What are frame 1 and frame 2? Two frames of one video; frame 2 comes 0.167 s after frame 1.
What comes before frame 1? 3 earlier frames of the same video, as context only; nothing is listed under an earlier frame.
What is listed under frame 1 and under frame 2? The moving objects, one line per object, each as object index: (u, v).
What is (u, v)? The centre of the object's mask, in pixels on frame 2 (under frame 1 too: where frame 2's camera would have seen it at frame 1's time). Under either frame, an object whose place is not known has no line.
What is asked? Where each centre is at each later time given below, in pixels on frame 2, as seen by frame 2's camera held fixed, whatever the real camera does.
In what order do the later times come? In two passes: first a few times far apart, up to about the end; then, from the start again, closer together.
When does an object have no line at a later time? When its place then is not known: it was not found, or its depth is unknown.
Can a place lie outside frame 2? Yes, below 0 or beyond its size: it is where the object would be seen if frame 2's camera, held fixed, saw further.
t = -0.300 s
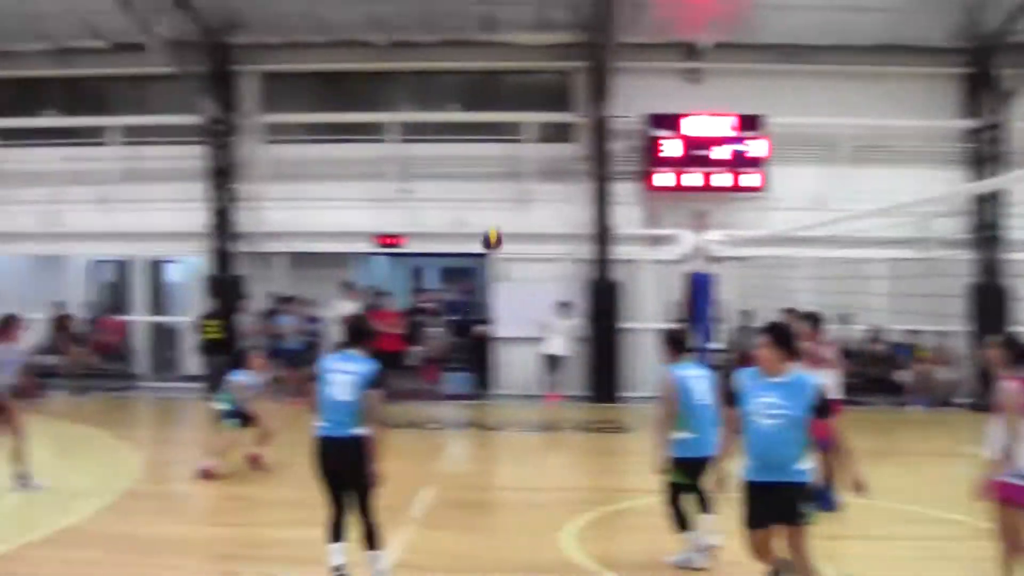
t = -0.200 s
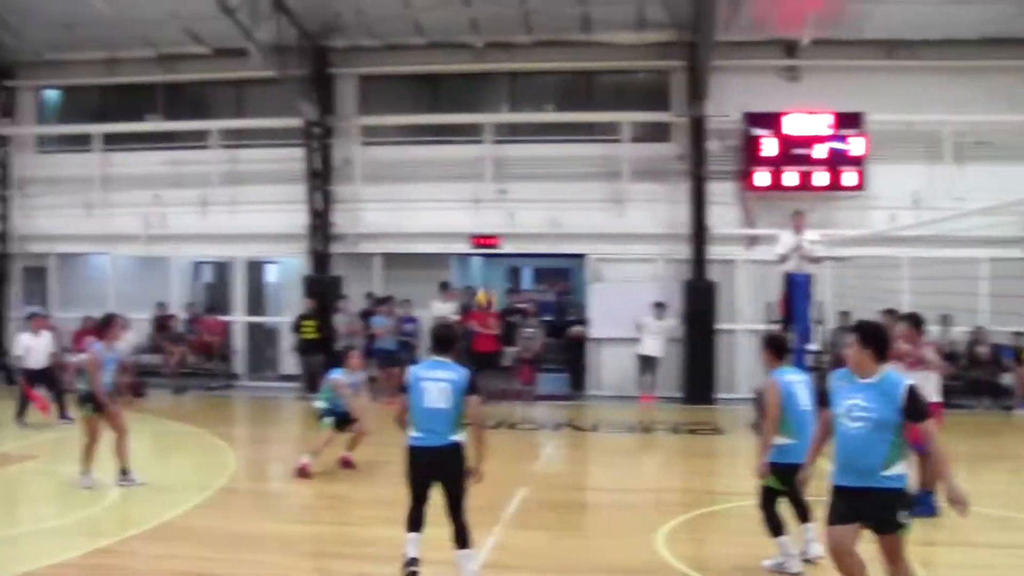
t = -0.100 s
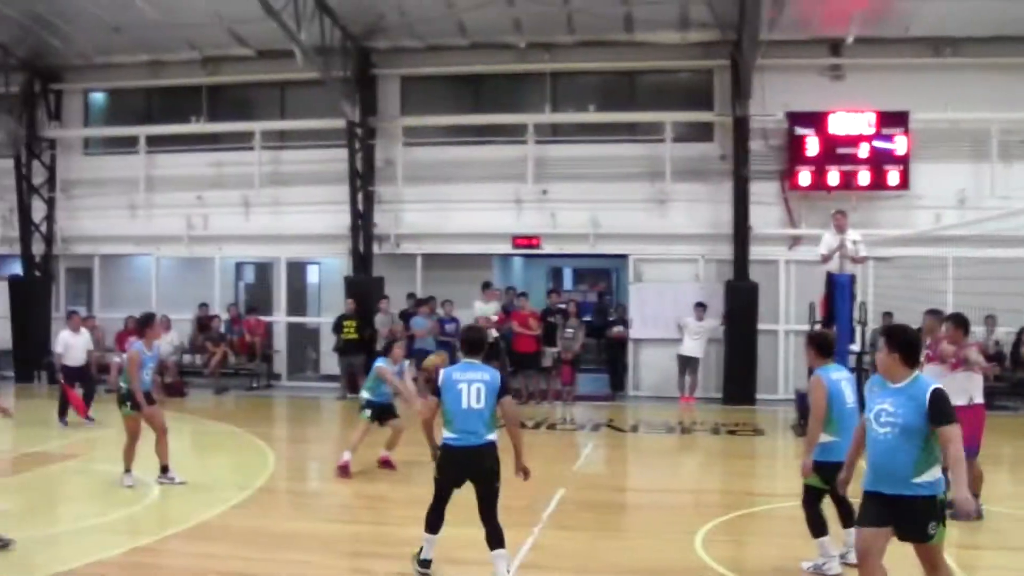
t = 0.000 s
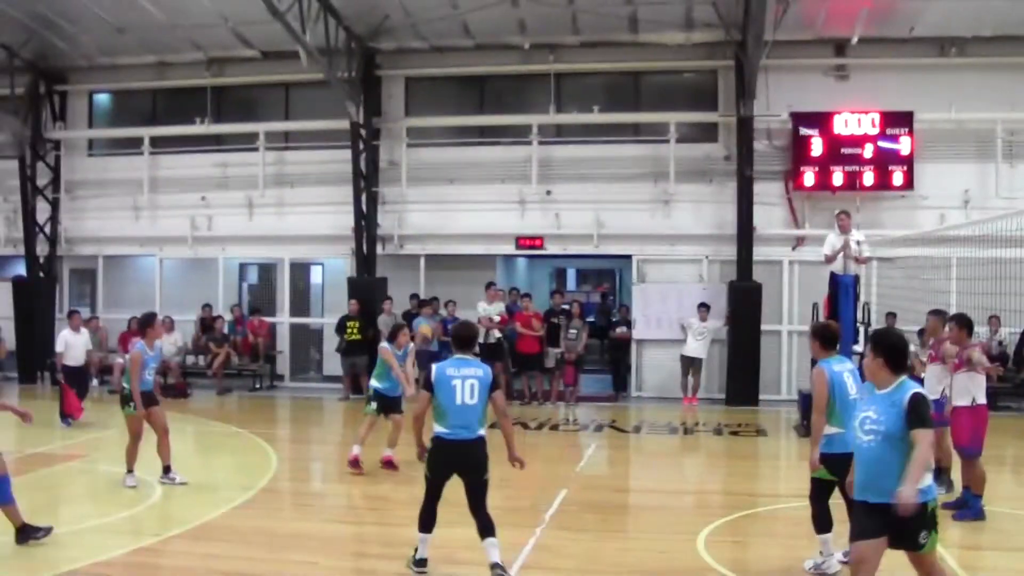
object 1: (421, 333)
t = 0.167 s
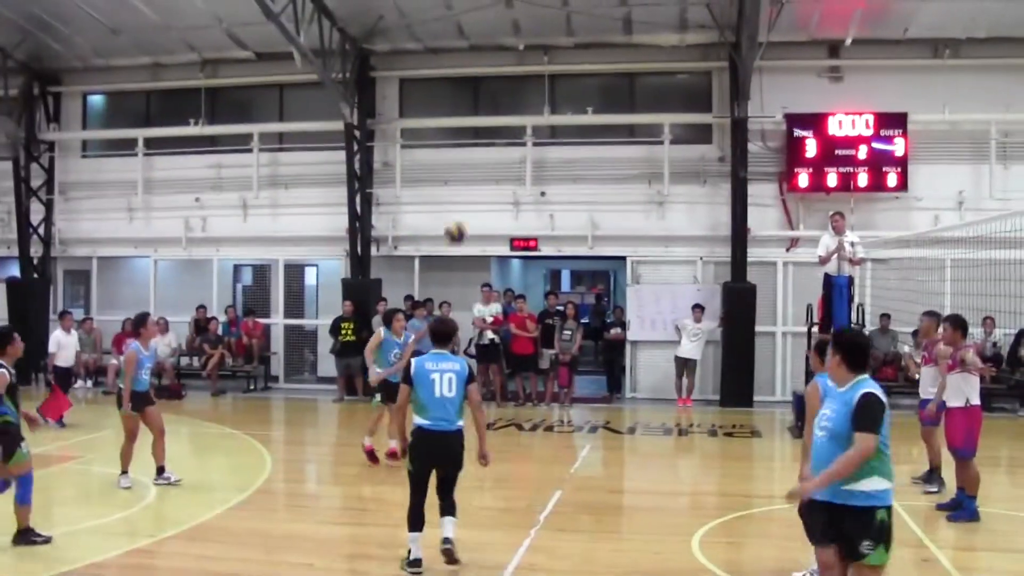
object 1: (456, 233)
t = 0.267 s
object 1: (479, 179)
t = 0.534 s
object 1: (541, 80)
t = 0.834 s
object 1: (637, 57)
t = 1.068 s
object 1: (710, 127)
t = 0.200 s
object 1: (464, 215)
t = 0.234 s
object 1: (471, 197)
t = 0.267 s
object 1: (479, 179)
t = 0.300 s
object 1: (487, 164)
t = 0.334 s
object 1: (495, 148)
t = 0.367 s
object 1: (502, 134)
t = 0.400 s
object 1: (509, 121)
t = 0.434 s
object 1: (517, 110)
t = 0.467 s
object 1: (524, 99)
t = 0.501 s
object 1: (533, 88)
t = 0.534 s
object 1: (541, 80)
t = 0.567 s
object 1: (550, 74)
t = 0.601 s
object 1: (560, 66)
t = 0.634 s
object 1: (571, 60)
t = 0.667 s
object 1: (582, 56)
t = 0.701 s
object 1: (595, 55)
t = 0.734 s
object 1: (607, 53)
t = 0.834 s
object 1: (637, 57)
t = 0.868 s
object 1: (646, 61)
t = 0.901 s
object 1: (656, 68)
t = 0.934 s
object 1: (666, 76)
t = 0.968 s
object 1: (678, 86)
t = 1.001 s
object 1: (689, 98)
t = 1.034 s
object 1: (698, 111)
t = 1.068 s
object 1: (710, 127)
